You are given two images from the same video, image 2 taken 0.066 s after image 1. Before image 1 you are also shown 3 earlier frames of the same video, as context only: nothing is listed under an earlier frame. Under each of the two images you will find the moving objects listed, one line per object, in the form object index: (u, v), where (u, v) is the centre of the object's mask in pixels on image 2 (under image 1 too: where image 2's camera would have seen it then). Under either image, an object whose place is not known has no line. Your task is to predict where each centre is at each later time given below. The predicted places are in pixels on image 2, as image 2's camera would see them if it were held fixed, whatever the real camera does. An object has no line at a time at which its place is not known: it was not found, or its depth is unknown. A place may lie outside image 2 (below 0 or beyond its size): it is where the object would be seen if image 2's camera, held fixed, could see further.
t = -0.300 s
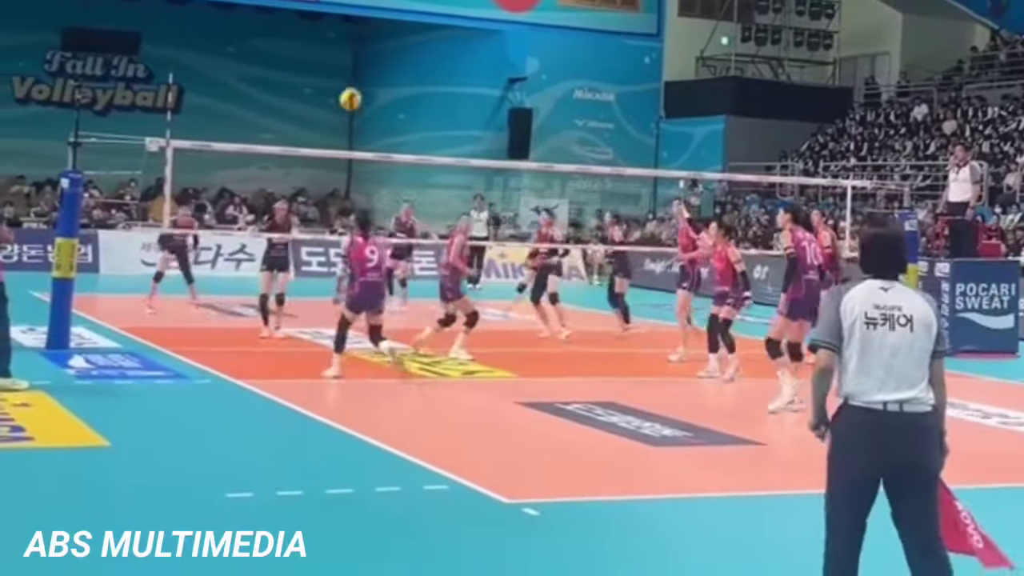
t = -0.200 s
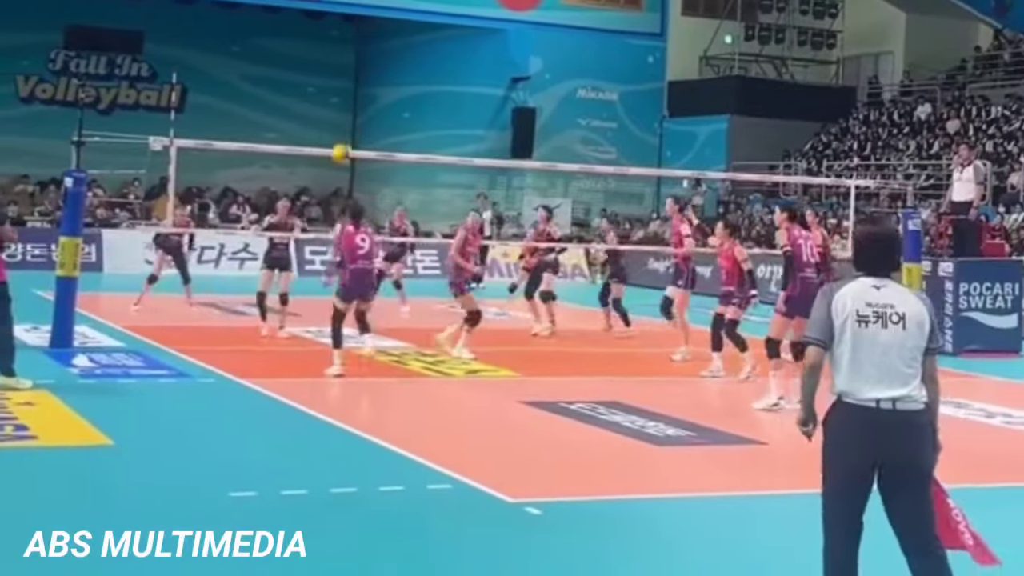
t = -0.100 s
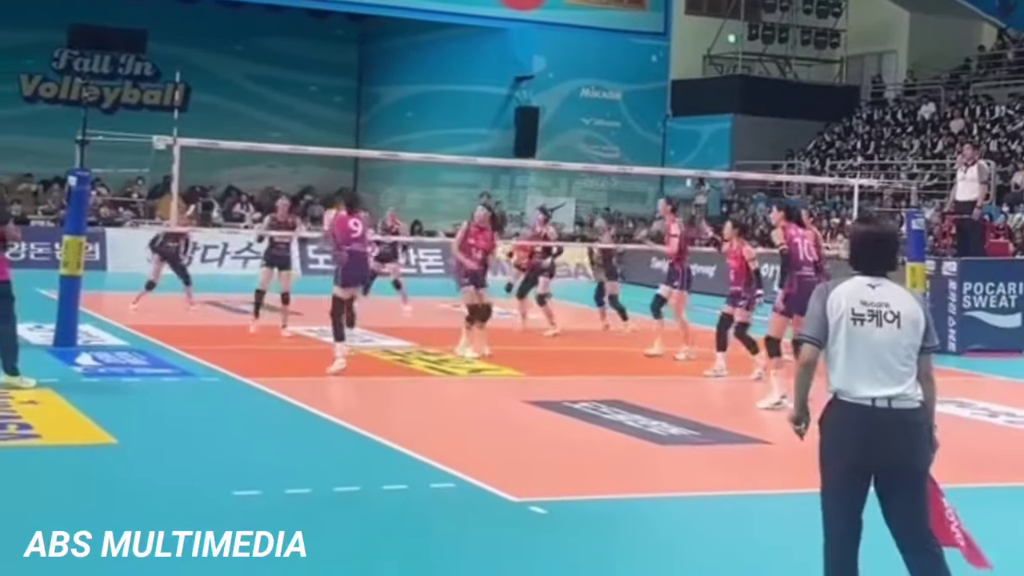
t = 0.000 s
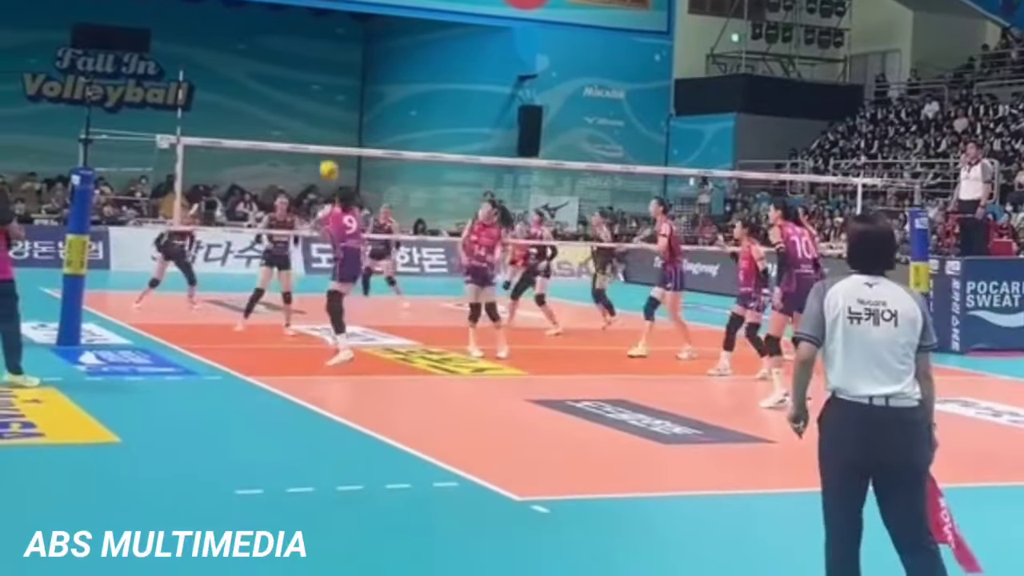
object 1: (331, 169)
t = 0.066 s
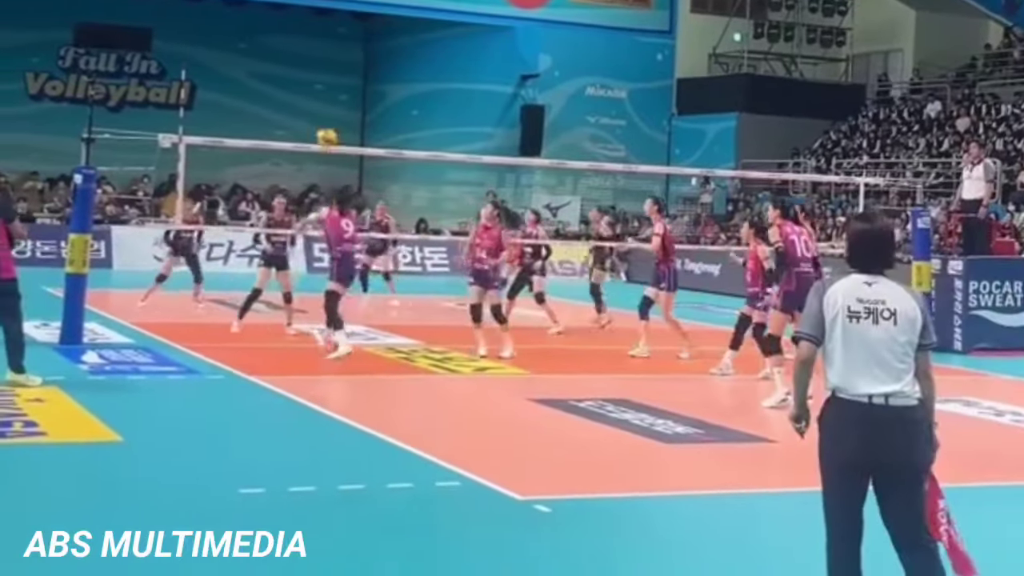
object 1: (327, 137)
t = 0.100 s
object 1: (323, 125)
